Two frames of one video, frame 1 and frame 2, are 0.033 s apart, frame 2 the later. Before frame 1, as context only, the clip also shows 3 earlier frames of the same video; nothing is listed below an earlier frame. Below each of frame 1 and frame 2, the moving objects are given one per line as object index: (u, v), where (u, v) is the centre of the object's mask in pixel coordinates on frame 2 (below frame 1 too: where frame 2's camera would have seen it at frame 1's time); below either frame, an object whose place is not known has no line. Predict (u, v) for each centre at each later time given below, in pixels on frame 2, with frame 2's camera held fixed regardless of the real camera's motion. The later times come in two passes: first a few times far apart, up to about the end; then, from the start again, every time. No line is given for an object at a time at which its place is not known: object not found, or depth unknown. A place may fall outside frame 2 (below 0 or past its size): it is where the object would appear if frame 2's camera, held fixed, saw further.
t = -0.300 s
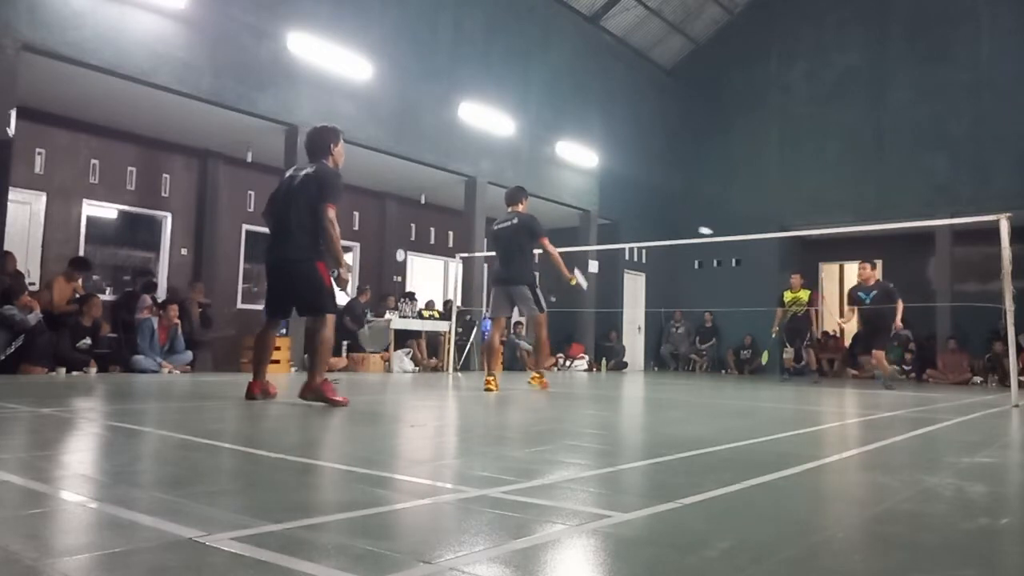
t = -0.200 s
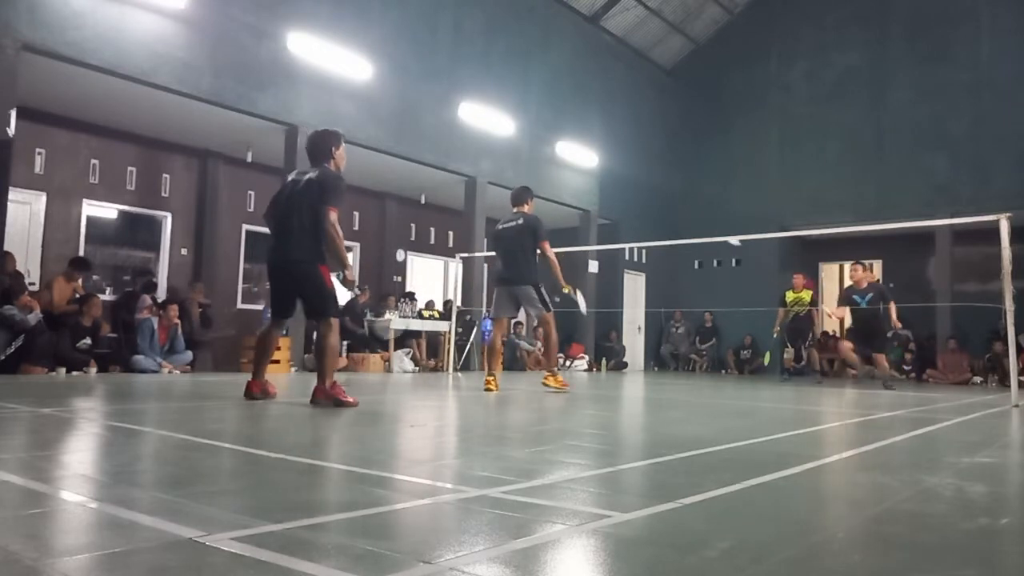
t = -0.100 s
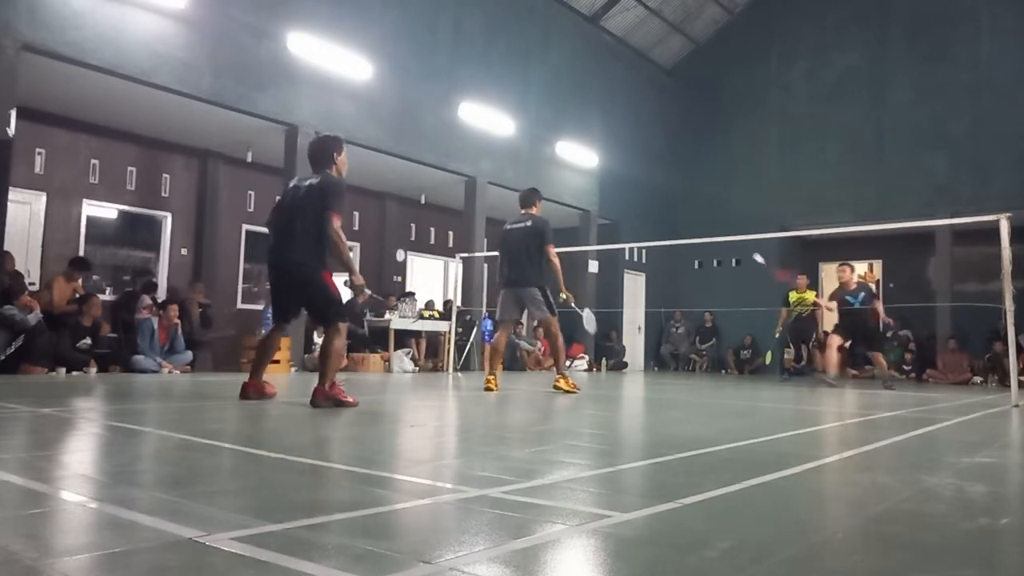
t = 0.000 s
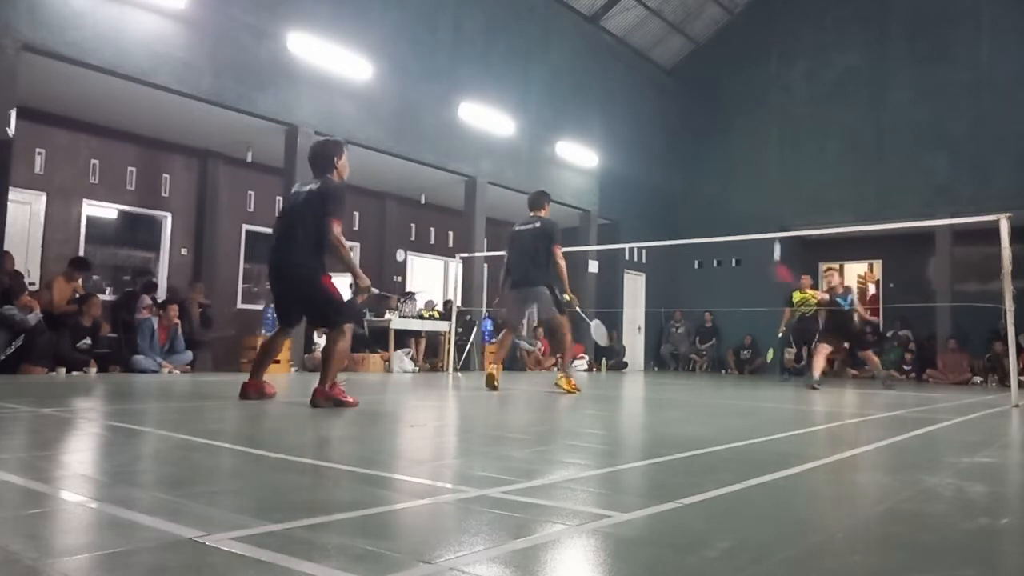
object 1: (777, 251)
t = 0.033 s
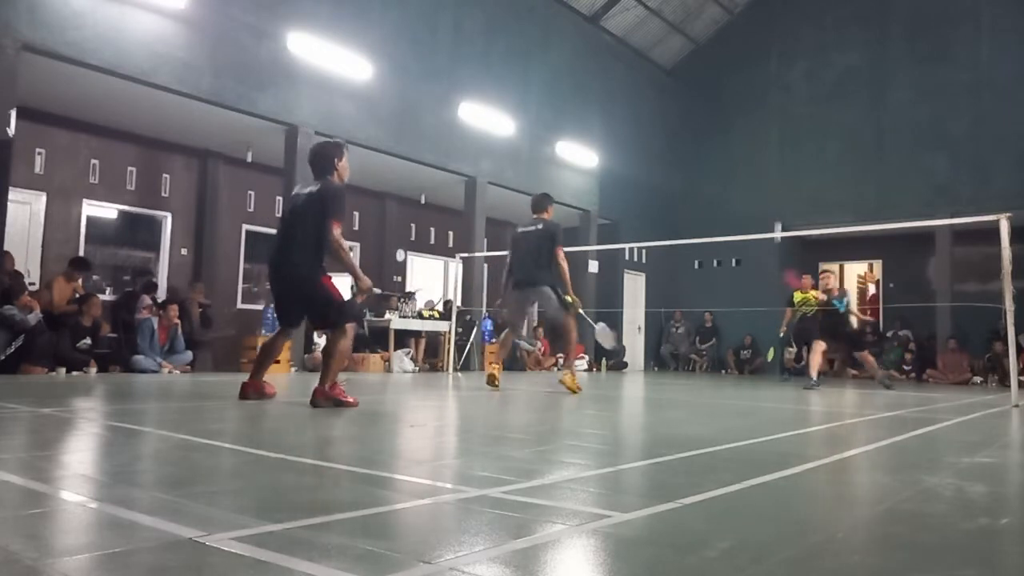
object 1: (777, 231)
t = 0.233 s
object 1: (784, 152)
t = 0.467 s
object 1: (792, 109)
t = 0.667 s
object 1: (797, 132)
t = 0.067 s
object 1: (778, 215)
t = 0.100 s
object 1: (779, 201)
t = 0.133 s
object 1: (781, 187)
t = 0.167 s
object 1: (782, 174)
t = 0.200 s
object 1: (783, 163)
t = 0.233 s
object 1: (784, 152)
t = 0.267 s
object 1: (785, 142)
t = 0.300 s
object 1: (786, 133)
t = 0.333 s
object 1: (787, 126)
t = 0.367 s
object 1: (788, 119)
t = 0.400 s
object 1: (790, 115)
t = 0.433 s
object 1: (791, 112)
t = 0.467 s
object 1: (792, 109)
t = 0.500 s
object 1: (793, 109)
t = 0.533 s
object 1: (793, 110)
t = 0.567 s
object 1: (794, 113)
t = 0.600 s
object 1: (795, 117)
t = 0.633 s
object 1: (796, 124)
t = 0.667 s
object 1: (797, 132)
